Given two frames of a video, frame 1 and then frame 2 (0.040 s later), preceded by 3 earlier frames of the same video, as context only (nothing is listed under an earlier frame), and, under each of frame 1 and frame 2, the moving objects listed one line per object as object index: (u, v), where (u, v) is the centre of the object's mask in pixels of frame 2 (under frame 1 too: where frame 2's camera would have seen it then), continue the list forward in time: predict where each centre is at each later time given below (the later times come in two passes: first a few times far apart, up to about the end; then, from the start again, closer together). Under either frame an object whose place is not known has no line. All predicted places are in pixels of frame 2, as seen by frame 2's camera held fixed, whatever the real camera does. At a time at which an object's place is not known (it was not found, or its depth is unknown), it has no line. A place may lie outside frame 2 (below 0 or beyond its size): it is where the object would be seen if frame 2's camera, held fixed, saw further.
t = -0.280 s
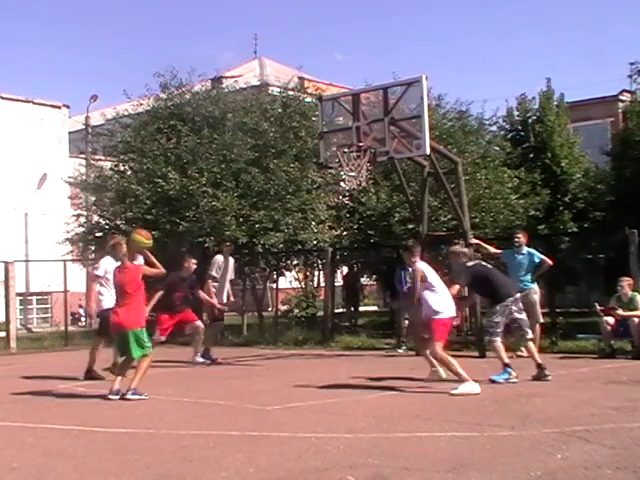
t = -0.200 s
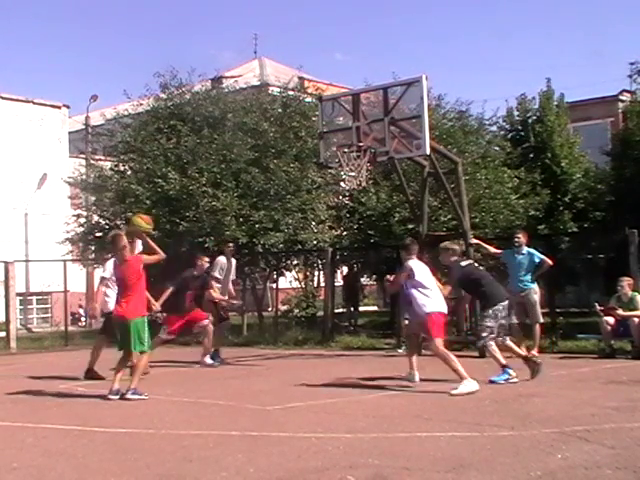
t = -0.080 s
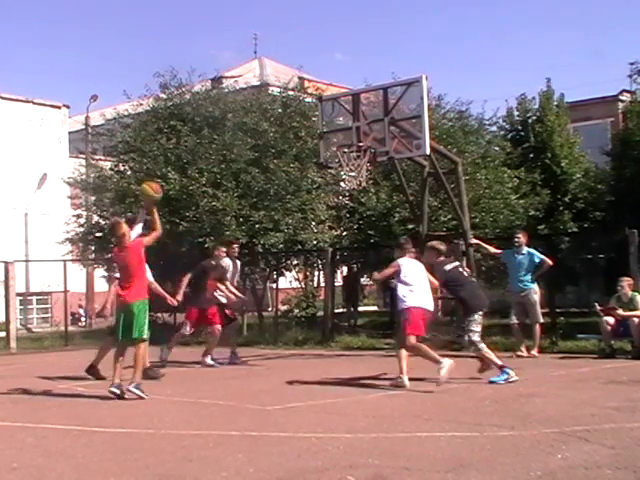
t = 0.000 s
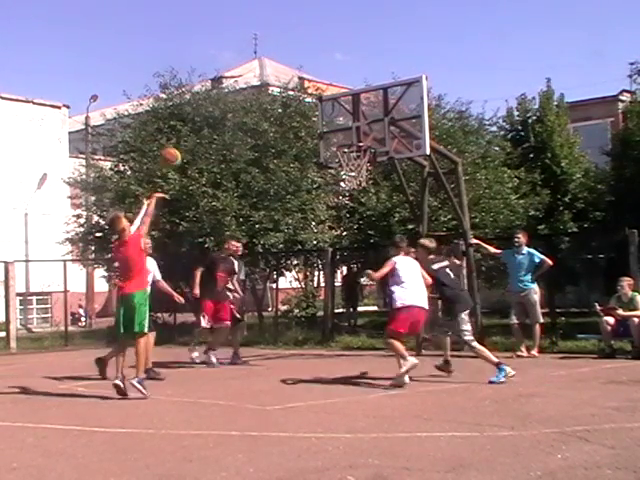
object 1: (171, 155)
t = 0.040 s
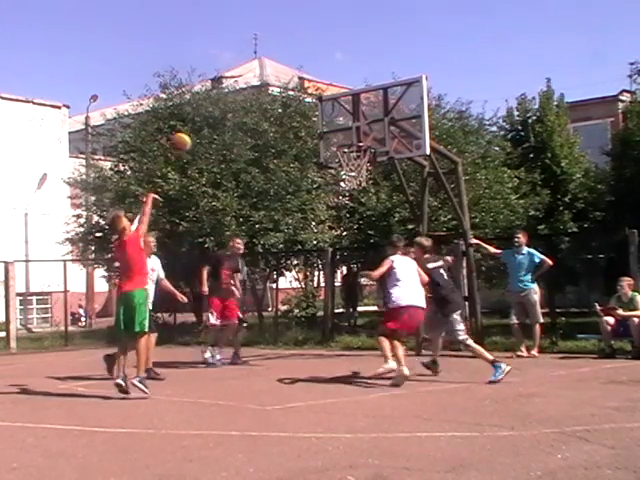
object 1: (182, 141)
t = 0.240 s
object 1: (231, 89)
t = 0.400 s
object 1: (264, 81)
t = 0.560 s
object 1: (297, 89)
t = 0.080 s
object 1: (192, 127)
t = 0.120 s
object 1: (201, 118)
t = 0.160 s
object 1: (212, 106)
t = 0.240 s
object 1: (231, 89)
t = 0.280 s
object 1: (238, 86)
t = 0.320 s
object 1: (246, 85)
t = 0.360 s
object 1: (254, 82)
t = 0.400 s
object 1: (264, 81)
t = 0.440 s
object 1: (273, 81)
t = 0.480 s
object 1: (281, 83)
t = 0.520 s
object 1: (290, 85)
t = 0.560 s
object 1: (297, 89)
